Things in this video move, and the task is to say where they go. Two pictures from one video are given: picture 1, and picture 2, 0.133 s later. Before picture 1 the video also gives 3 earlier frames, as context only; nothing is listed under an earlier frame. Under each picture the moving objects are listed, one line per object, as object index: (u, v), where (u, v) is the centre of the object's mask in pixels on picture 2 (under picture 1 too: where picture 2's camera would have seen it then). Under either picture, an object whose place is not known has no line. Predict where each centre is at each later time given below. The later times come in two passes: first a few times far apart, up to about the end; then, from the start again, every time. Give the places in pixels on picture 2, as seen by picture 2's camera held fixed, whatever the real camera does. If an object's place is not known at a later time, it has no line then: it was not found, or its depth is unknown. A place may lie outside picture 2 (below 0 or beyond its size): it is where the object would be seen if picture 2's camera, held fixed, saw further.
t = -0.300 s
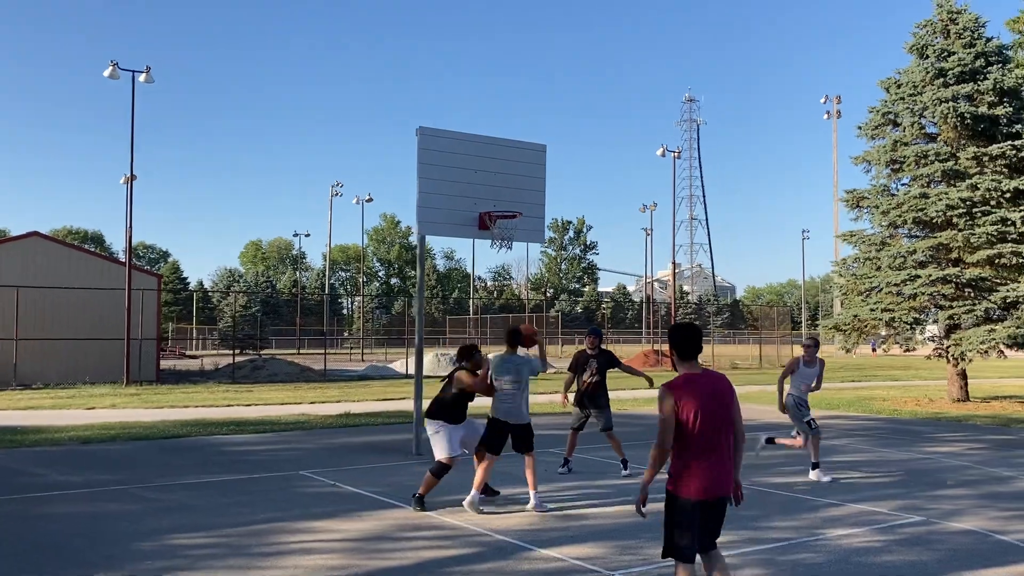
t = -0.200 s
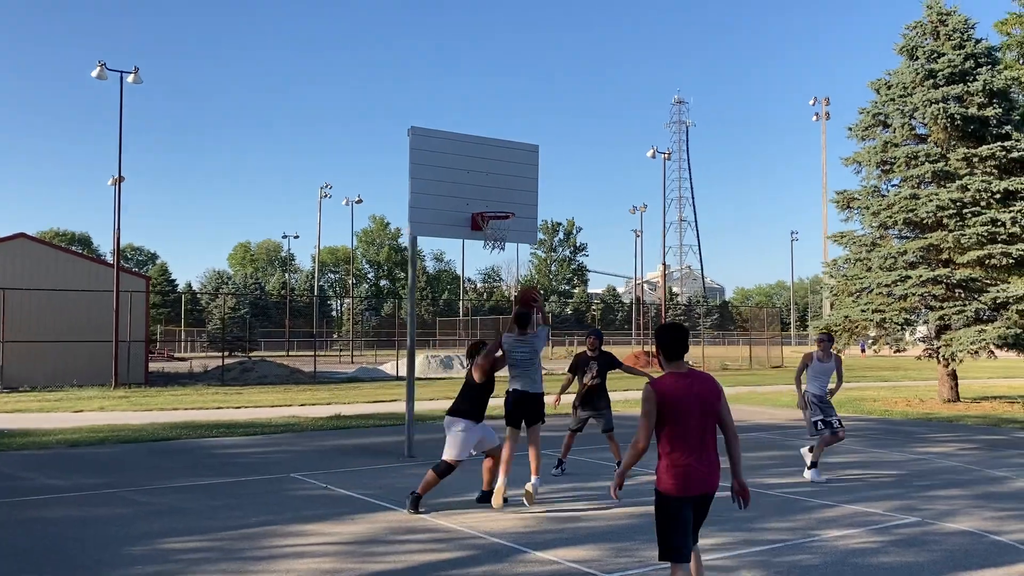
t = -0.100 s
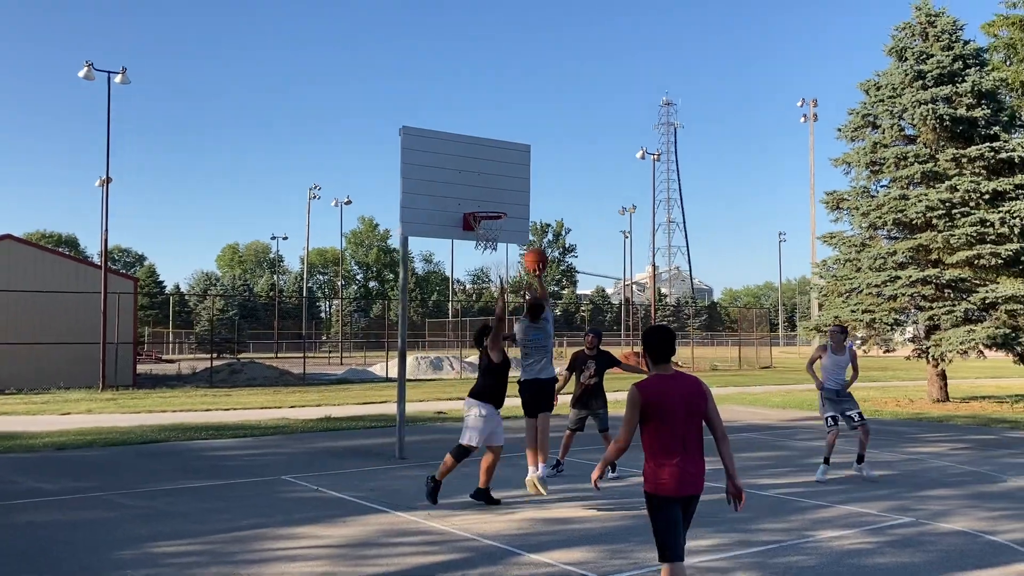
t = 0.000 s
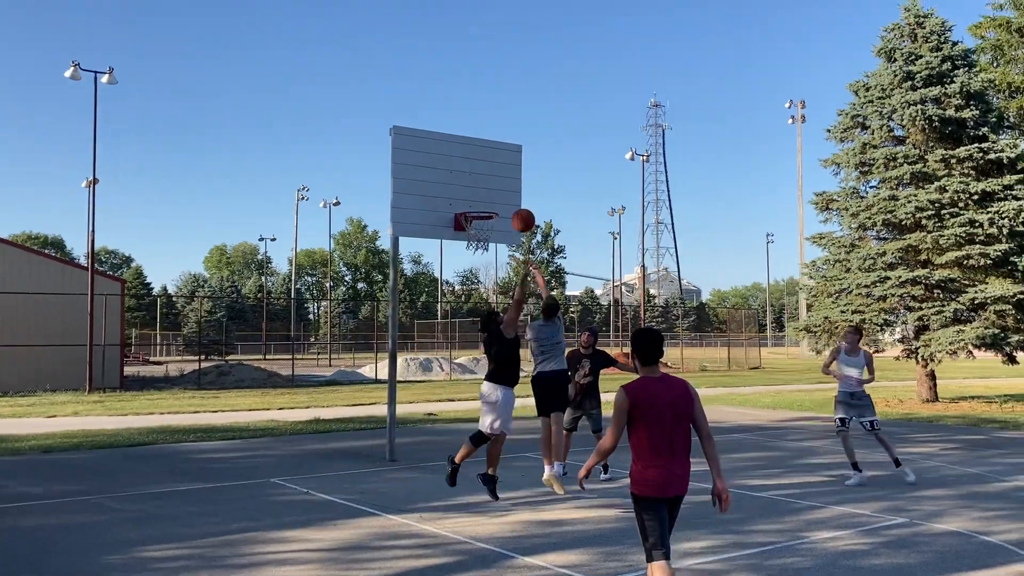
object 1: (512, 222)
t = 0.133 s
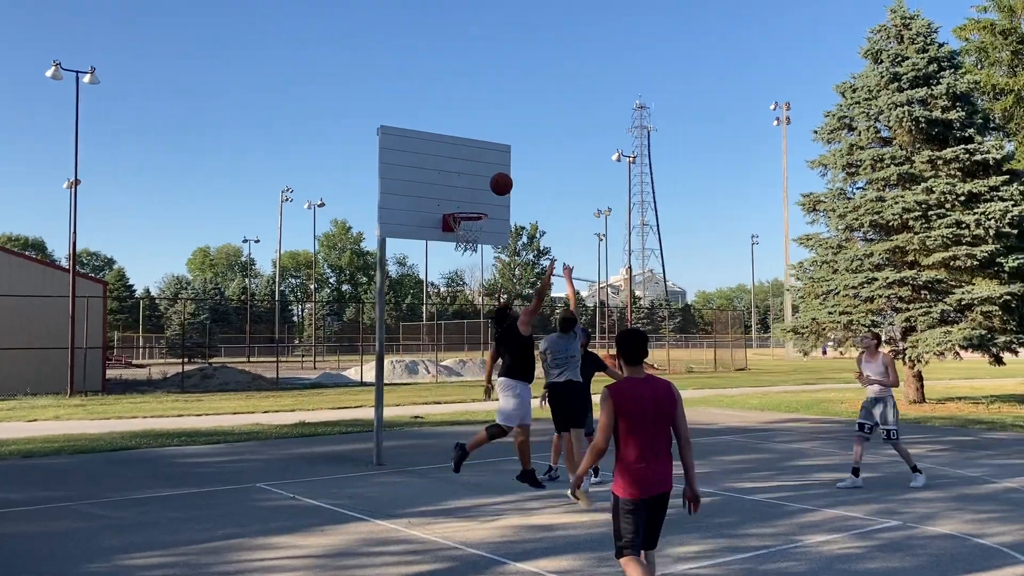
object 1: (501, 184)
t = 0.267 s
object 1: (491, 166)
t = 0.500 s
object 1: (475, 173)
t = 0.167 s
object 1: (498, 177)
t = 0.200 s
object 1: (496, 172)
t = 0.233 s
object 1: (494, 168)
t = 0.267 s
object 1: (491, 166)
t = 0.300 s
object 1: (489, 164)
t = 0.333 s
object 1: (487, 163)
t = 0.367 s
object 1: (484, 163)
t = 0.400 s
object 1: (482, 164)
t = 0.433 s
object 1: (480, 166)
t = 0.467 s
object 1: (478, 169)
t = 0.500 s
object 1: (475, 173)
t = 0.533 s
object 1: (473, 178)
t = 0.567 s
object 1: (471, 183)
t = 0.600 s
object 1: (469, 190)
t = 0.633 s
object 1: (467, 197)
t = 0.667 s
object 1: (466, 204)
